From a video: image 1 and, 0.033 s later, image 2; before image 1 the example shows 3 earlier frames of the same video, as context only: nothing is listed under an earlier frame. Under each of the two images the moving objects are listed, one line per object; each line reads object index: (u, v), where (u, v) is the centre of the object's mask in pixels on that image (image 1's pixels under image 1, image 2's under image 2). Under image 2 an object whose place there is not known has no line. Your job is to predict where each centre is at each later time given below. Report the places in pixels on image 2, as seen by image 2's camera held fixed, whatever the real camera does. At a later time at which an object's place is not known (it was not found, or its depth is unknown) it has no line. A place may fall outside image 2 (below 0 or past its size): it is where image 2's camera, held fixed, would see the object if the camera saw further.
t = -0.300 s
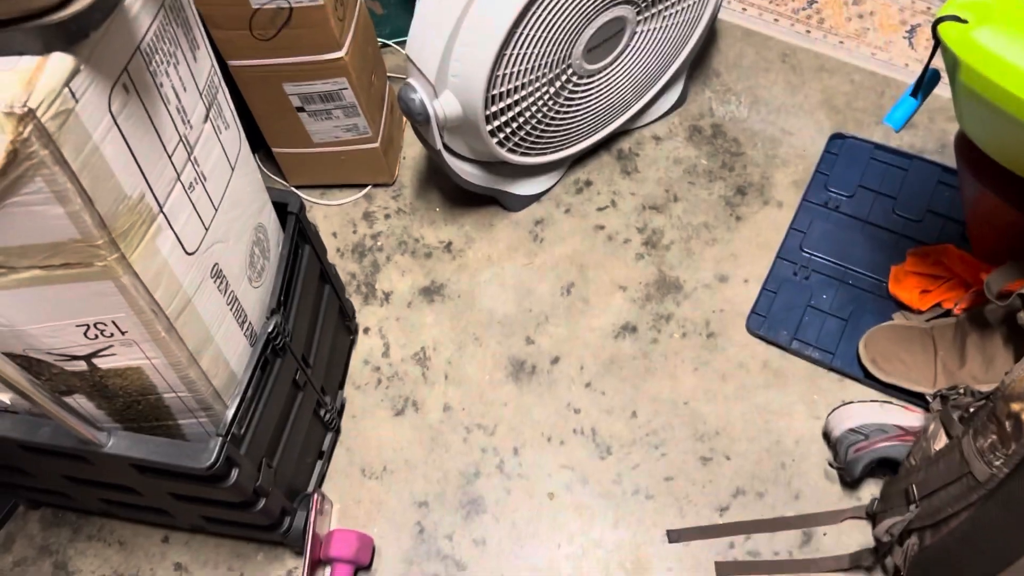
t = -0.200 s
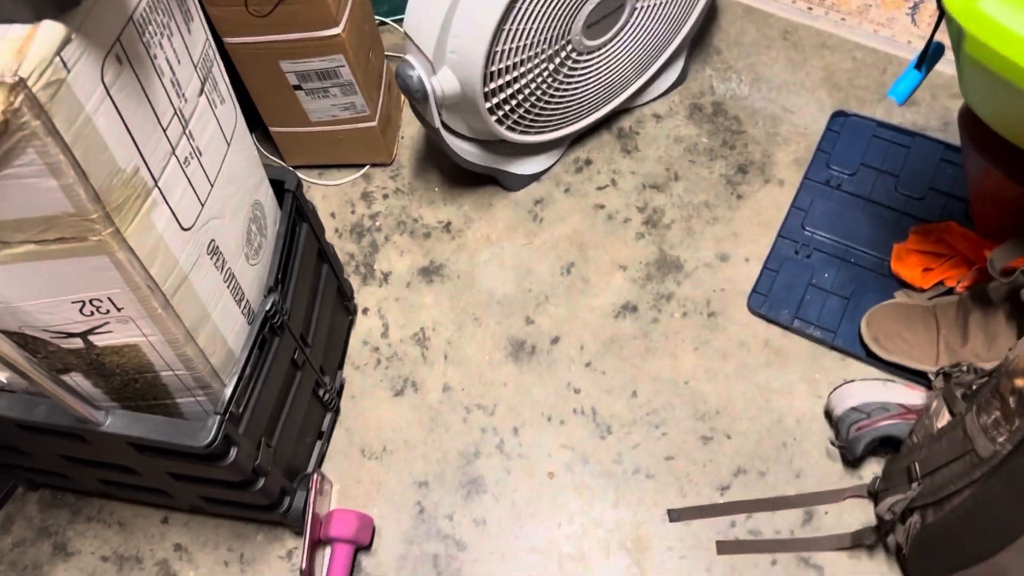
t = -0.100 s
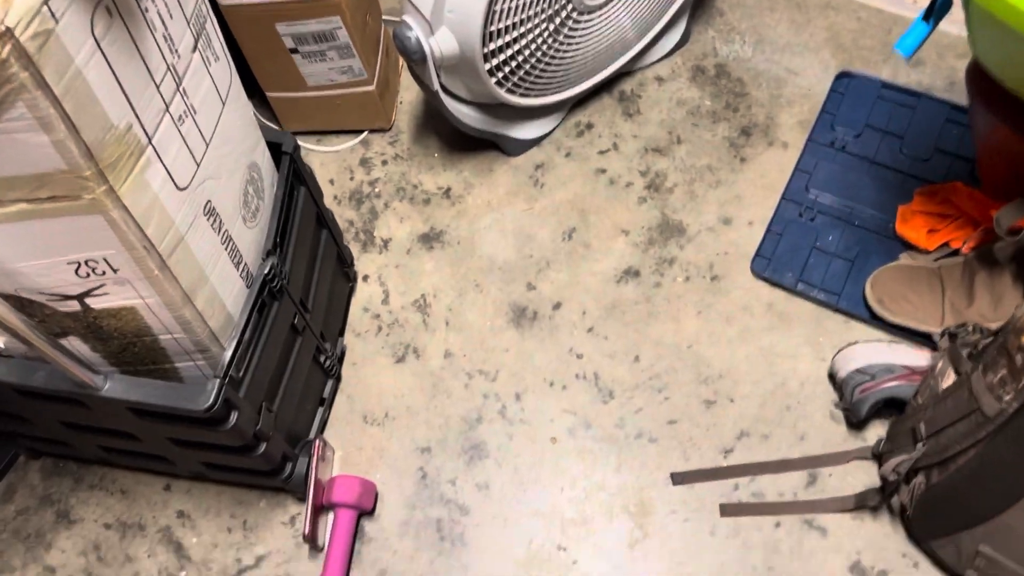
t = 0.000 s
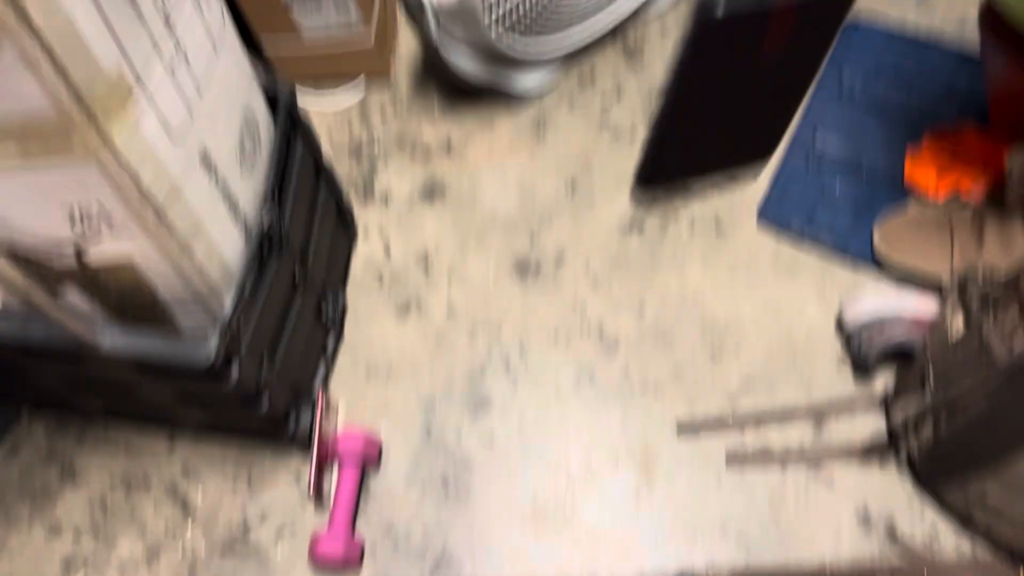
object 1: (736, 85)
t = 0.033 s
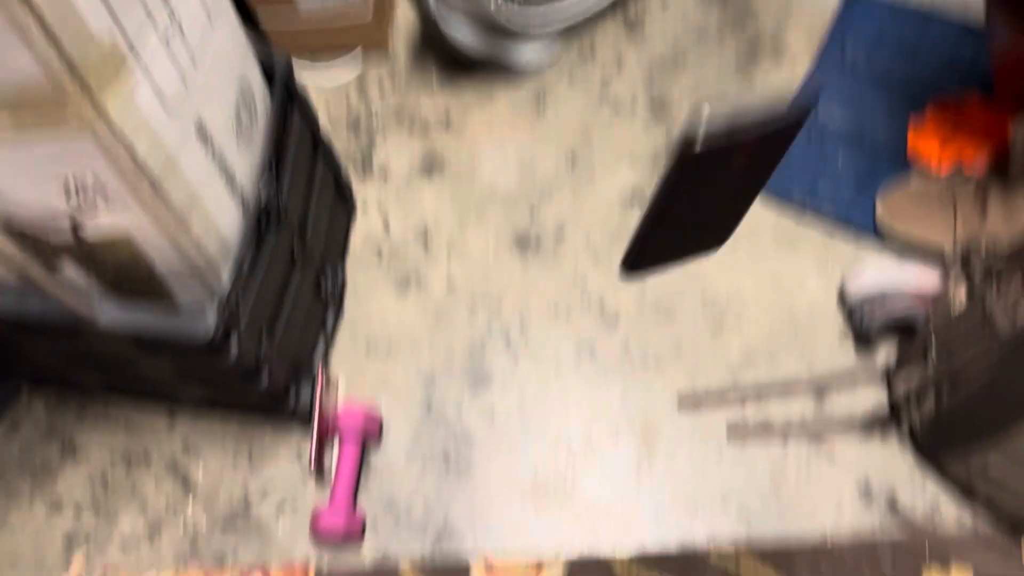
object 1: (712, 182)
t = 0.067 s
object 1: (688, 281)
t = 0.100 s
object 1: (673, 355)
